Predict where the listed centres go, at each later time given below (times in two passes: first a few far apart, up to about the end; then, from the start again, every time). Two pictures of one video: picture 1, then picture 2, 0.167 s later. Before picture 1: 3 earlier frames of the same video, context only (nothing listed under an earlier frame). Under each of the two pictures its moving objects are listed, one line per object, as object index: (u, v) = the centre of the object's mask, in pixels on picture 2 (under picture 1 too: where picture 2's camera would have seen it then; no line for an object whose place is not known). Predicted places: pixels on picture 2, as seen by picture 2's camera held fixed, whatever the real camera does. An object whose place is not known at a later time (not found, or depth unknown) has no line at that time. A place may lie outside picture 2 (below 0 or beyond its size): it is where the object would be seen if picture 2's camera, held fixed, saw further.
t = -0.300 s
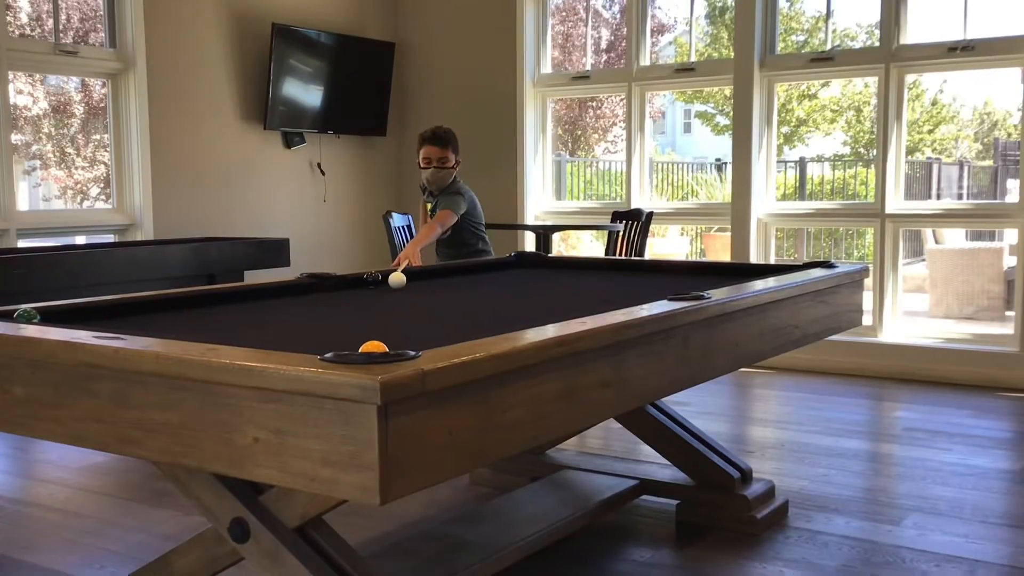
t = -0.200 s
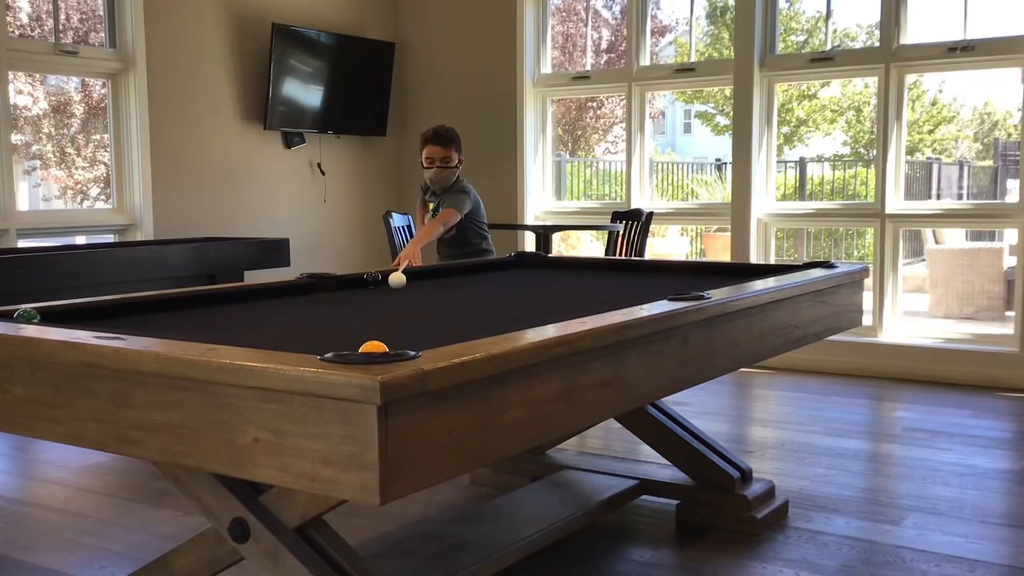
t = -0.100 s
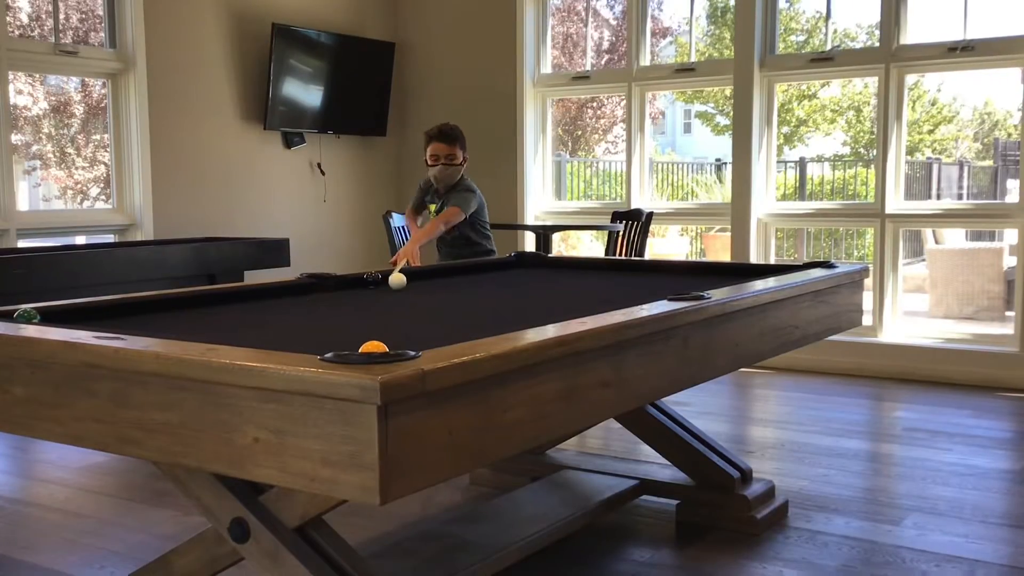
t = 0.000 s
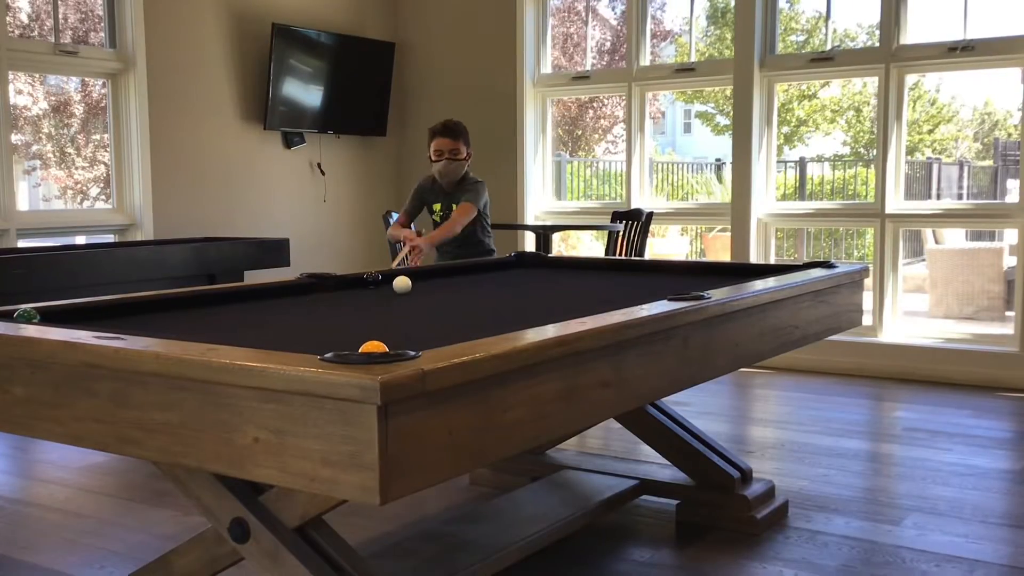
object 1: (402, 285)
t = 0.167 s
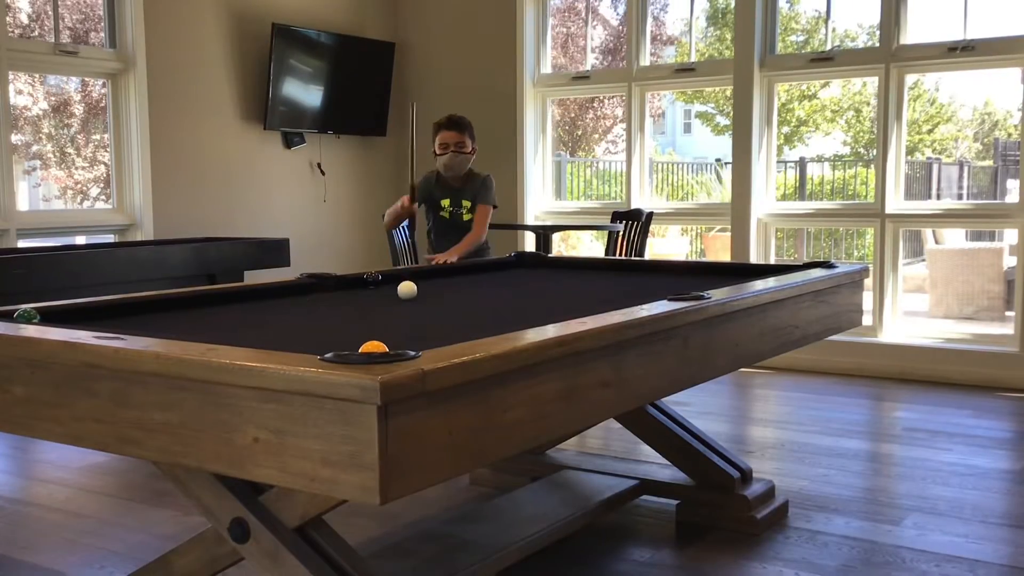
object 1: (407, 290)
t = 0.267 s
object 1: (410, 294)
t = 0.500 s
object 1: (418, 303)
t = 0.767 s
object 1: (430, 315)
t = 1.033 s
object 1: (444, 328)
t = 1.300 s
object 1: (433, 337)
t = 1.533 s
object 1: (360, 341)
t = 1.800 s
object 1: (300, 343)
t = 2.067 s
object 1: (296, 339)
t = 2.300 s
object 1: (294, 335)
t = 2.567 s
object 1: (291, 329)
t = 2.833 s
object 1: (289, 324)
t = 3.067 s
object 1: (288, 320)
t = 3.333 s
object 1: (286, 317)
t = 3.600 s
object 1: (285, 314)
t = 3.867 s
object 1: (284, 311)
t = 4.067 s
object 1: (284, 310)
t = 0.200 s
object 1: (408, 291)
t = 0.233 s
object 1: (409, 292)
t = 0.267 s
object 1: (410, 294)
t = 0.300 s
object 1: (411, 295)
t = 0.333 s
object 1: (412, 296)
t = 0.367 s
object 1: (413, 297)
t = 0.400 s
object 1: (414, 299)
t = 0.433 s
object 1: (416, 300)
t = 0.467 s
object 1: (417, 301)
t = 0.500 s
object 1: (418, 303)
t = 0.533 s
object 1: (420, 304)
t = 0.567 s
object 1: (421, 306)
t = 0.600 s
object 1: (422, 307)
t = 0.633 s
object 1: (423, 309)
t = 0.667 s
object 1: (425, 310)
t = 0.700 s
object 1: (426, 312)
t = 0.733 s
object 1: (428, 313)
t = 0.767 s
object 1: (430, 315)
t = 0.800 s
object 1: (431, 316)
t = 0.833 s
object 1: (433, 318)
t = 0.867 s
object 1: (434, 320)
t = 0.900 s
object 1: (436, 321)
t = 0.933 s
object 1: (438, 323)
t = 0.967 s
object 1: (440, 325)
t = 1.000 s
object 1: (442, 327)
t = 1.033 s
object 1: (444, 328)
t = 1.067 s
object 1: (446, 330)
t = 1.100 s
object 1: (448, 331)
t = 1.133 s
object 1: (450, 332)
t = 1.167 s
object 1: (452, 333)
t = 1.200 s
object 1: (454, 334)
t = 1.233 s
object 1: (455, 334)
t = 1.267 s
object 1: (444, 336)
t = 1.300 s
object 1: (433, 337)
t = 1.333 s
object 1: (424, 338)
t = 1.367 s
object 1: (414, 340)
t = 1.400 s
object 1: (404, 341)
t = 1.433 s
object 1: (396, 341)
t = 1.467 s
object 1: (387, 340)
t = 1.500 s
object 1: (374, 339)
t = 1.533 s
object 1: (360, 341)
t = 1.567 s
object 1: (352, 343)
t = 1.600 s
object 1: (344, 344)
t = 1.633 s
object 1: (334, 344)
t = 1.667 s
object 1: (324, 345)
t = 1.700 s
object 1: (314, 344)
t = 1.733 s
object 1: (303, 344)
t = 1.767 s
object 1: (301, 343)
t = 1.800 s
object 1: (300, 343)
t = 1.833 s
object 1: (300, 342)
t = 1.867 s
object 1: (299, 342)
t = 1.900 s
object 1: (299, 342)
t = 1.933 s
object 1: (298, 341)
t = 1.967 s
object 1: (298, 340)
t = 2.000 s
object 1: (297, 340)
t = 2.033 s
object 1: (297, 339)
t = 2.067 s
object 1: (296, 339)
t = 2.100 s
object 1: (296, 338)
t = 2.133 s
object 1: (296, 338)
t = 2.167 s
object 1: (295, 337)
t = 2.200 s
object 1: (295, 337)
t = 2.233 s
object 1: (294, 336)
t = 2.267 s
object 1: (294, 335)
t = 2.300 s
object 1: (294, 335)
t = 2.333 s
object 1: (293, 334)
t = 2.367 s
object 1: (293, 333)
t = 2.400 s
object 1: (293, 333)
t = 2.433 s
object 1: (292, 332)
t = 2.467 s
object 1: (292, 332)
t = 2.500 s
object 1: (292, 331)
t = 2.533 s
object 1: (291, 330)
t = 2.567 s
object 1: (291, 329)
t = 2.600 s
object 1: (291, 329)
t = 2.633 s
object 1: (291, 328)
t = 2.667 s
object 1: (290, 327)
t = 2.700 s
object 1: (290, 327)
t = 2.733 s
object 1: (290, 326)
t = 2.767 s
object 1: (290, 325)
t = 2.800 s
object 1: (289, 325)
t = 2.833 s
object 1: (289, 324)
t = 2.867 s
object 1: (289, 324)
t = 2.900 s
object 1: (289, 323)
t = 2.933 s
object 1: (289, 322)
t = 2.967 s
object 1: (288, 322)
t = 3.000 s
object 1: (288, 321)
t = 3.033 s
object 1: (288, 321)
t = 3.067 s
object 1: (288, 320)
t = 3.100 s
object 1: (287, 320)
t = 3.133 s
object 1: (287, 319)
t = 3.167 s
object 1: (287, 319)
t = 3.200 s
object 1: (287, 318)
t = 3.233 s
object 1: (287, 318)
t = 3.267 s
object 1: (287, 318)
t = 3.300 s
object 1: (286, 317)
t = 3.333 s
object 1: (286, 317)
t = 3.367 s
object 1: (286, 316)
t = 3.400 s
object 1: (286, 316)
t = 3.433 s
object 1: (286, 315)
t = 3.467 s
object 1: (286, 315)
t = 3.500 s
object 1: (286, 315)
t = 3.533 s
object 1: (285, 314)
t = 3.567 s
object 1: (285, 314)
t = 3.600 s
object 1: (285, 314)
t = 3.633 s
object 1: (285, 313)
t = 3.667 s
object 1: (285, 313)
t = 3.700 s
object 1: (285, 313)
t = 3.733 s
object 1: (285, 312)
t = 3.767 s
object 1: (285, 312)
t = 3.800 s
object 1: (284, 312)
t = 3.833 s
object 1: (284, 311)
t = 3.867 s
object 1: (284, 311)
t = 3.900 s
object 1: (284, 311)
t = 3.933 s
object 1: (284, 310)
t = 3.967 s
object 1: (284, 310)
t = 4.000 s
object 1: (284, 310)
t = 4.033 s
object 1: (284, 310)
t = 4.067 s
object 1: (284, 310)
